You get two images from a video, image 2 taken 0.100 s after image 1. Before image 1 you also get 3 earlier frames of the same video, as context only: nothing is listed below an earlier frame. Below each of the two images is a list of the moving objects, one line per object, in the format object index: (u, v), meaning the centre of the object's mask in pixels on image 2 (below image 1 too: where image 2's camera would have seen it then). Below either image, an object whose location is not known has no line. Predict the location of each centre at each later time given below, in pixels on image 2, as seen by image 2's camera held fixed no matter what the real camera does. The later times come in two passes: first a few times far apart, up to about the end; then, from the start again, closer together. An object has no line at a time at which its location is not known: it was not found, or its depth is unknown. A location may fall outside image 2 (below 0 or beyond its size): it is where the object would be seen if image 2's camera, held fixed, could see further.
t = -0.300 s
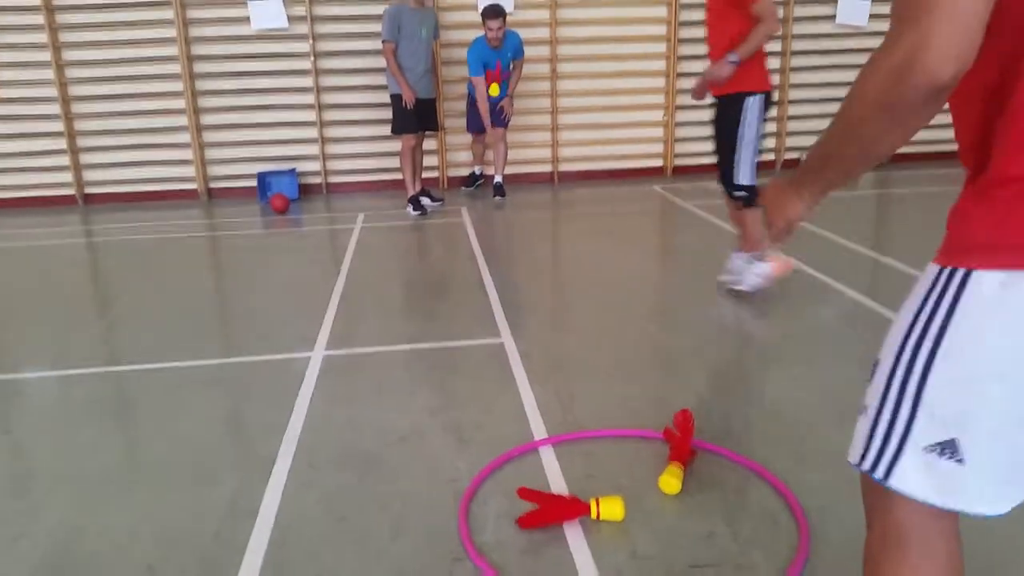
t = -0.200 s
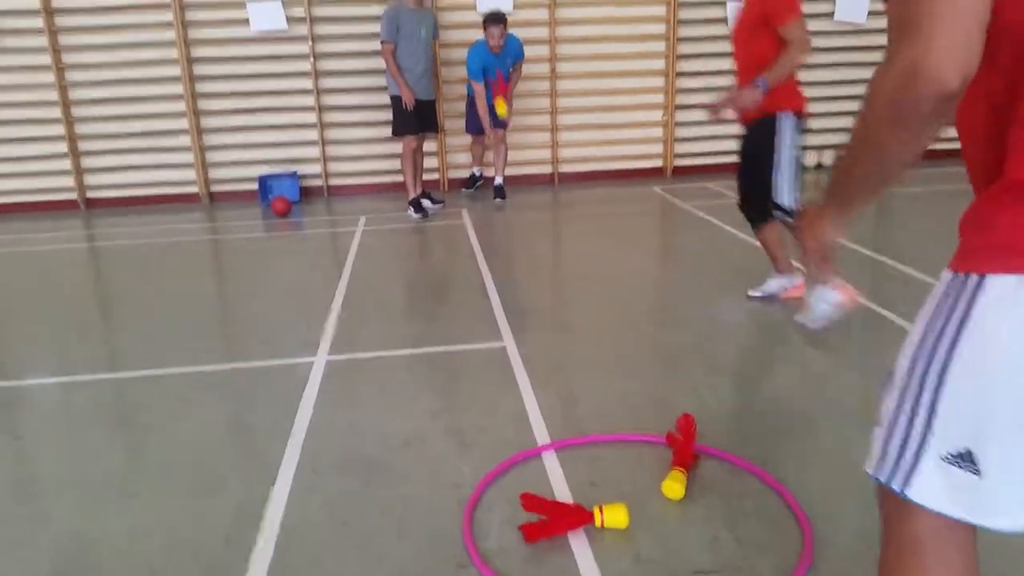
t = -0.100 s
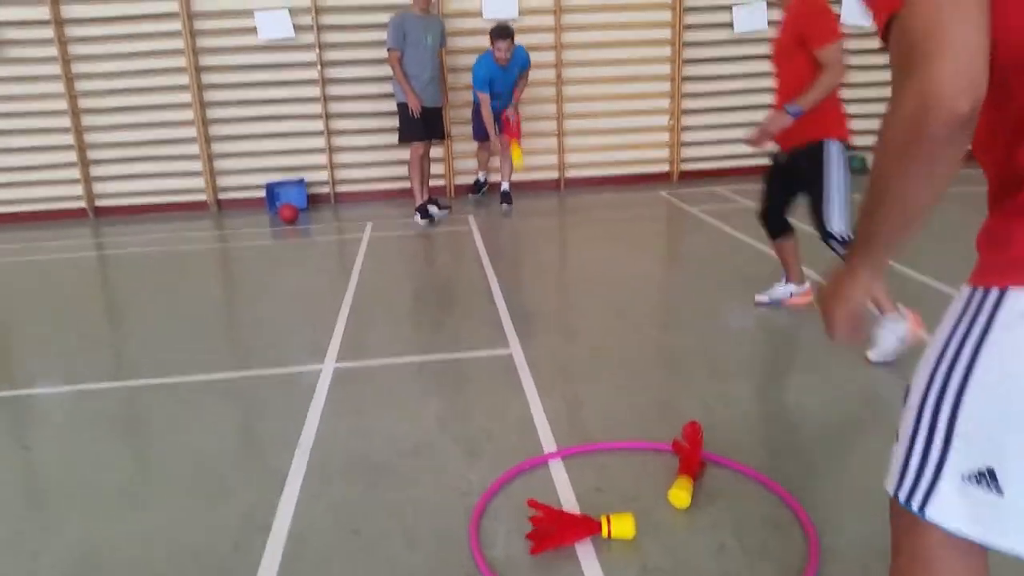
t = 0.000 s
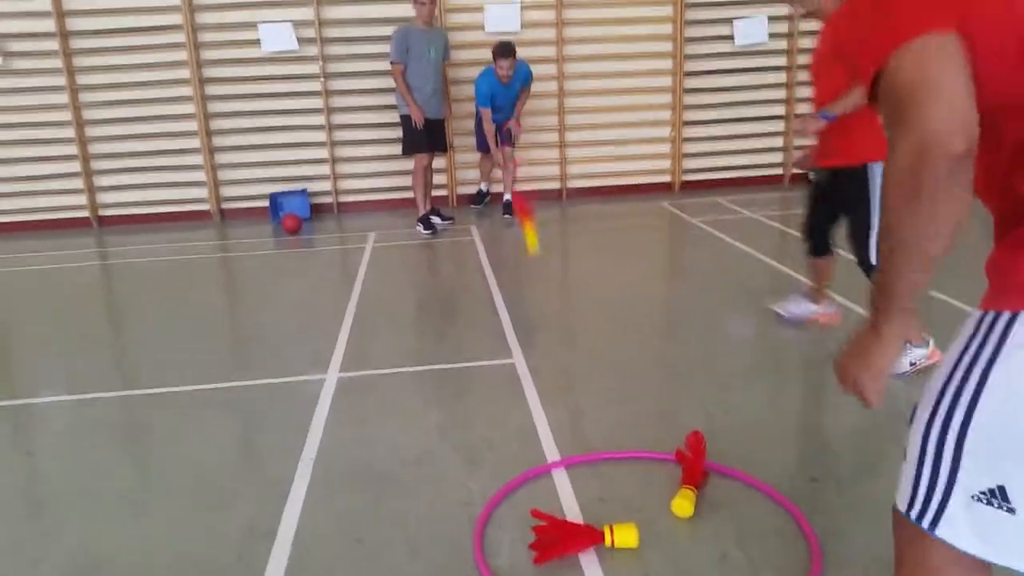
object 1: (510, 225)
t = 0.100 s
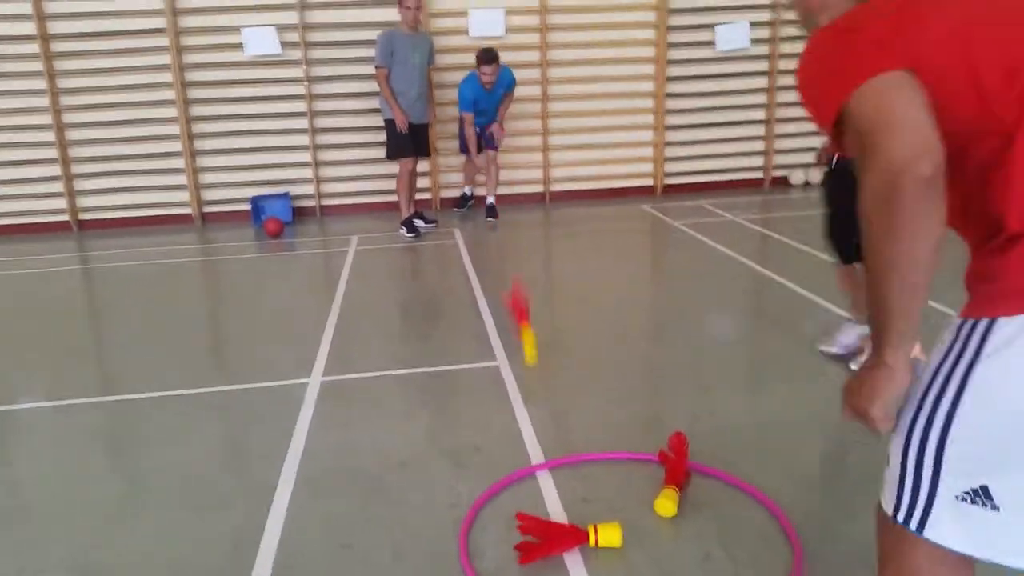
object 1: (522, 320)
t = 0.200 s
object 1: (515, 302)
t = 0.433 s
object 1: (494, 303)
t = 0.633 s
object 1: (494, 377)
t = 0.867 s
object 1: (467, 372)
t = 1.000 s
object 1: (458, 374)
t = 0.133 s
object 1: (524, 329)
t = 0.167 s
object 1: (519, 312)
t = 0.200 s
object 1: (515, 302)
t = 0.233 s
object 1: (509, 292)
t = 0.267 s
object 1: (506, 288)
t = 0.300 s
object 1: (502, 286)
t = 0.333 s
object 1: (499, 287)
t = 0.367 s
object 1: (497, 290)
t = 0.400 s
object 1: (496, 296)
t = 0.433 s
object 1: (494, 303)
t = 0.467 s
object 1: (494, 313)
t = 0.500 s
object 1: (494, 323)
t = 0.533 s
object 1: (494, 334)
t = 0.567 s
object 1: (494, 348)
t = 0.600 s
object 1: (495, 364)
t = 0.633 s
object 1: (494, 377)
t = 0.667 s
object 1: (491, 374)
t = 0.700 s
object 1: (486, 366)
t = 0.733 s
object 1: (482, 360)
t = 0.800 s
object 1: (474, 360)
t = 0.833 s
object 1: (470, 365)
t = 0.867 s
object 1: (467, 372)
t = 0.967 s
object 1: (461, 371)
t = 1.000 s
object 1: (458, 374)
